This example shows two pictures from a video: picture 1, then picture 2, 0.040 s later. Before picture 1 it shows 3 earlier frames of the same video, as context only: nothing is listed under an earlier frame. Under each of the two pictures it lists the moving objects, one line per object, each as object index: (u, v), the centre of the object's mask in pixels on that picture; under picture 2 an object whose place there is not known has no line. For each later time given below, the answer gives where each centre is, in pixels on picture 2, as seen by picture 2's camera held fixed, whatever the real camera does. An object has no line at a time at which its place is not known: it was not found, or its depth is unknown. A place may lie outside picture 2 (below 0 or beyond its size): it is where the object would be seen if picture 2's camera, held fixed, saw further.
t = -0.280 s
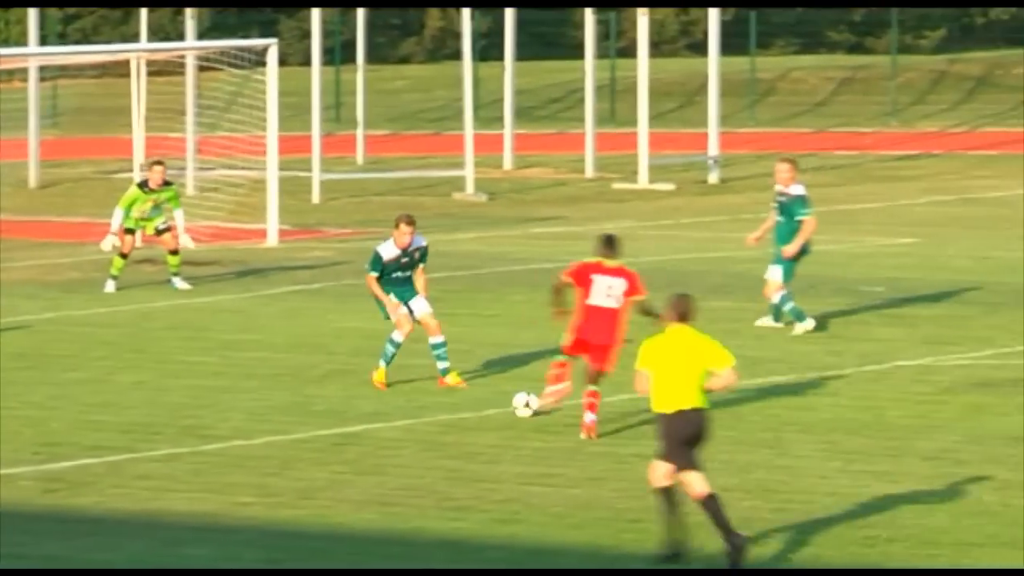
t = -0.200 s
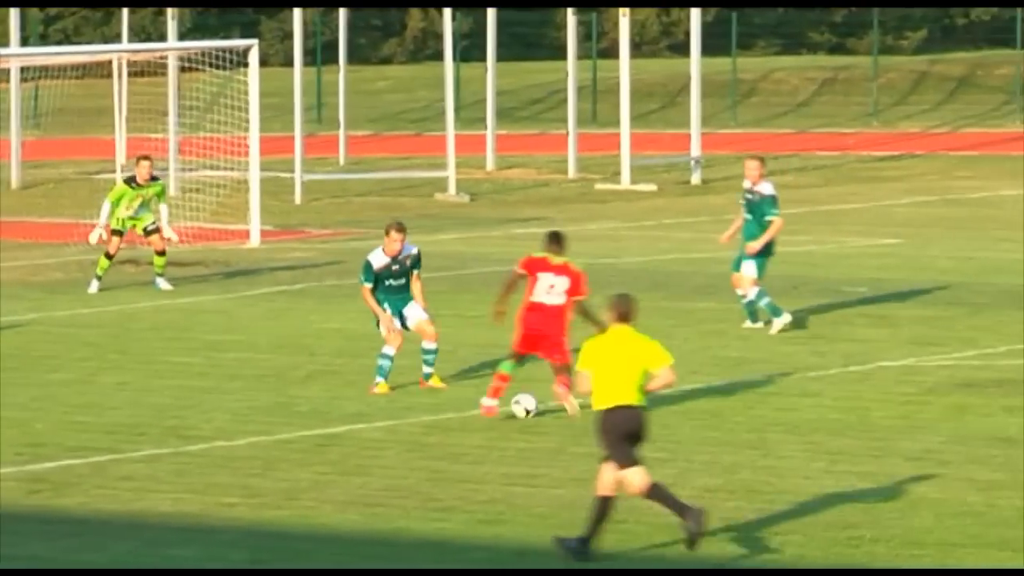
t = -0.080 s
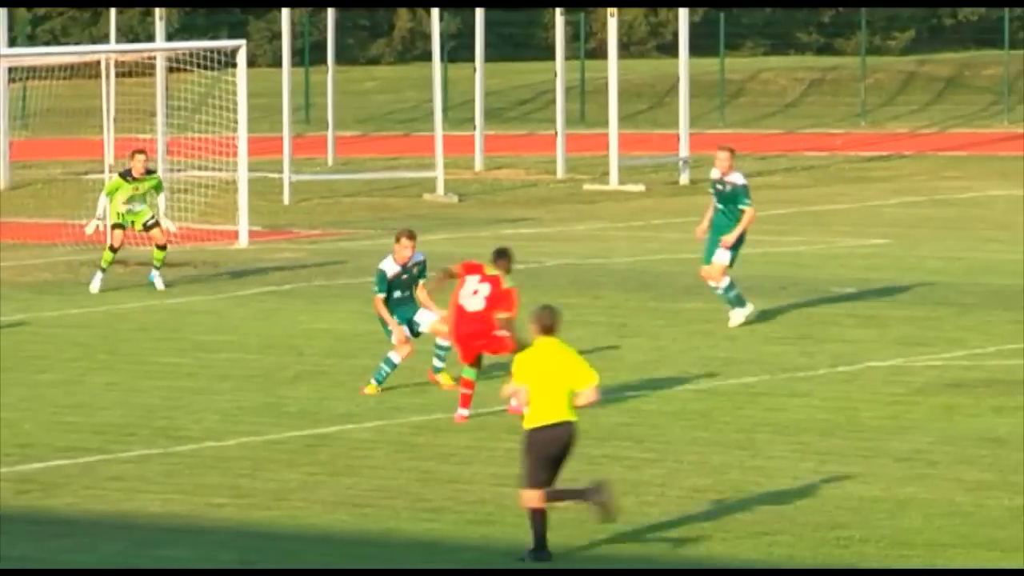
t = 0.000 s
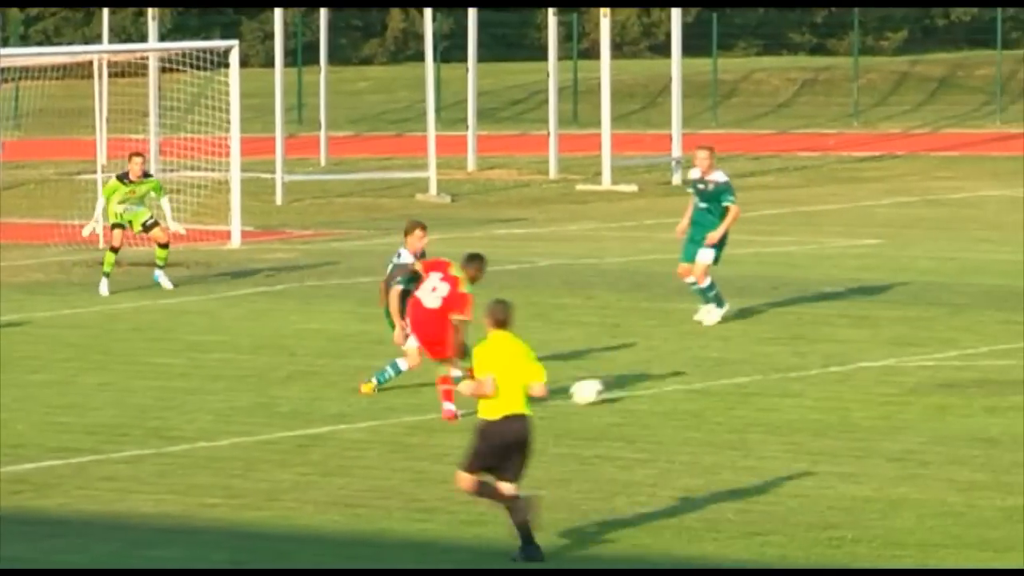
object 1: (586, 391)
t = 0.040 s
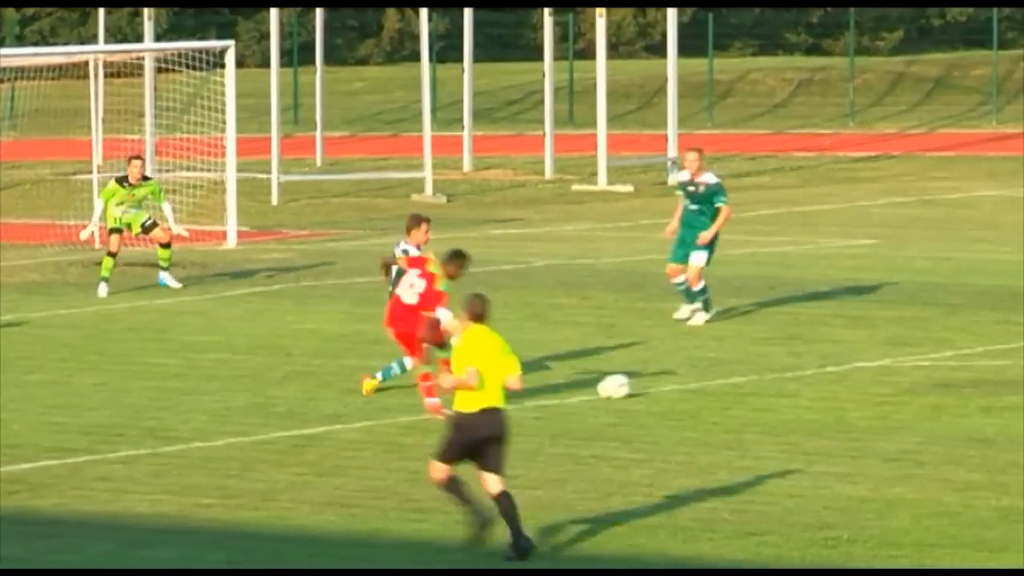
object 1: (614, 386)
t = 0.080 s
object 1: (644, 381)
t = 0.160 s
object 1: (697, 368)
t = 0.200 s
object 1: (722, 362)
